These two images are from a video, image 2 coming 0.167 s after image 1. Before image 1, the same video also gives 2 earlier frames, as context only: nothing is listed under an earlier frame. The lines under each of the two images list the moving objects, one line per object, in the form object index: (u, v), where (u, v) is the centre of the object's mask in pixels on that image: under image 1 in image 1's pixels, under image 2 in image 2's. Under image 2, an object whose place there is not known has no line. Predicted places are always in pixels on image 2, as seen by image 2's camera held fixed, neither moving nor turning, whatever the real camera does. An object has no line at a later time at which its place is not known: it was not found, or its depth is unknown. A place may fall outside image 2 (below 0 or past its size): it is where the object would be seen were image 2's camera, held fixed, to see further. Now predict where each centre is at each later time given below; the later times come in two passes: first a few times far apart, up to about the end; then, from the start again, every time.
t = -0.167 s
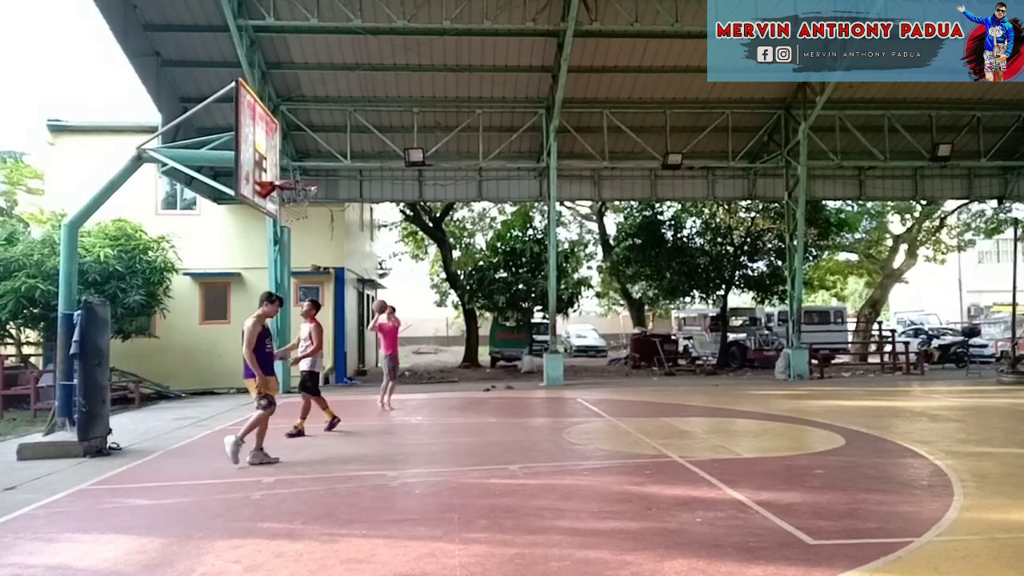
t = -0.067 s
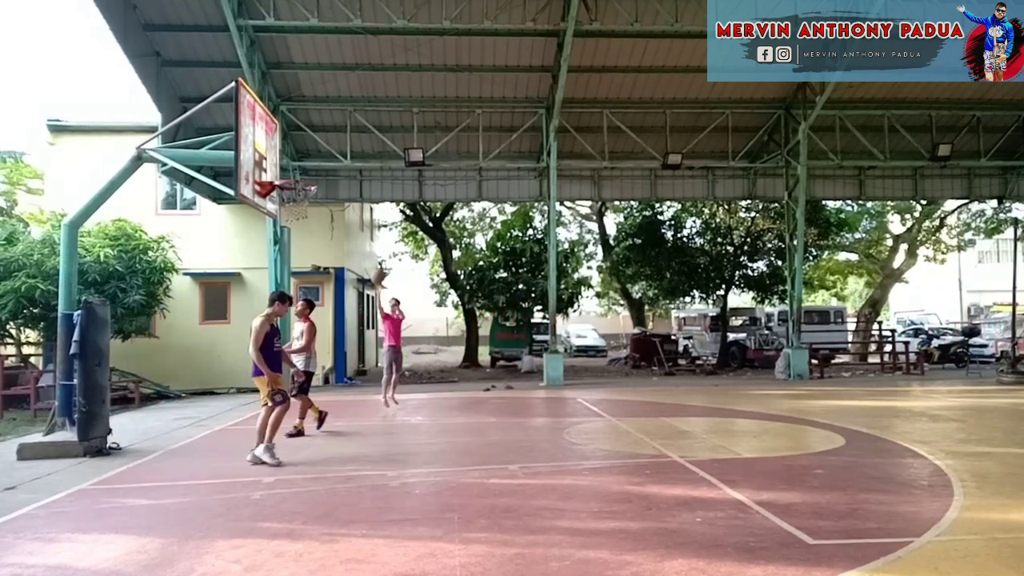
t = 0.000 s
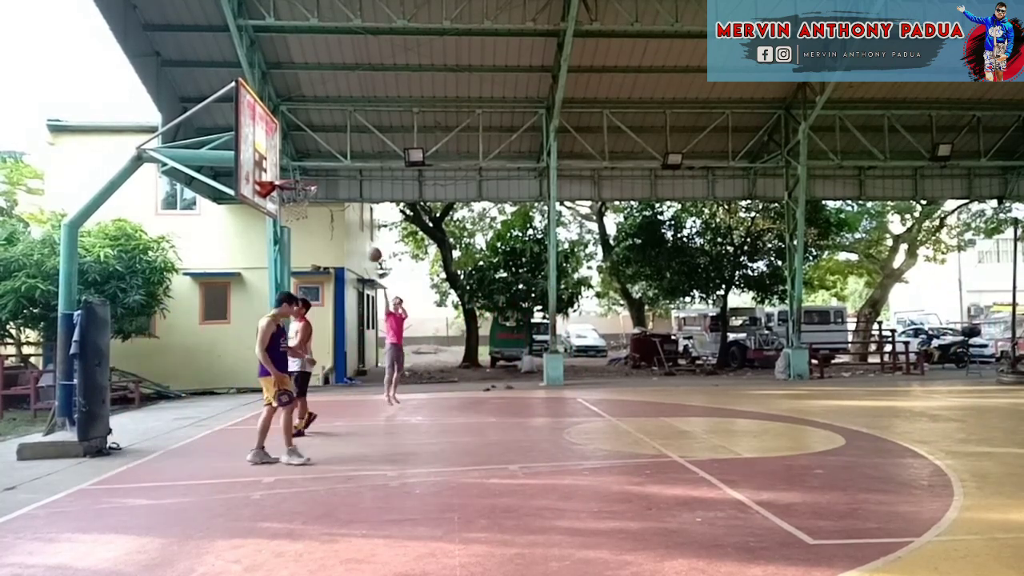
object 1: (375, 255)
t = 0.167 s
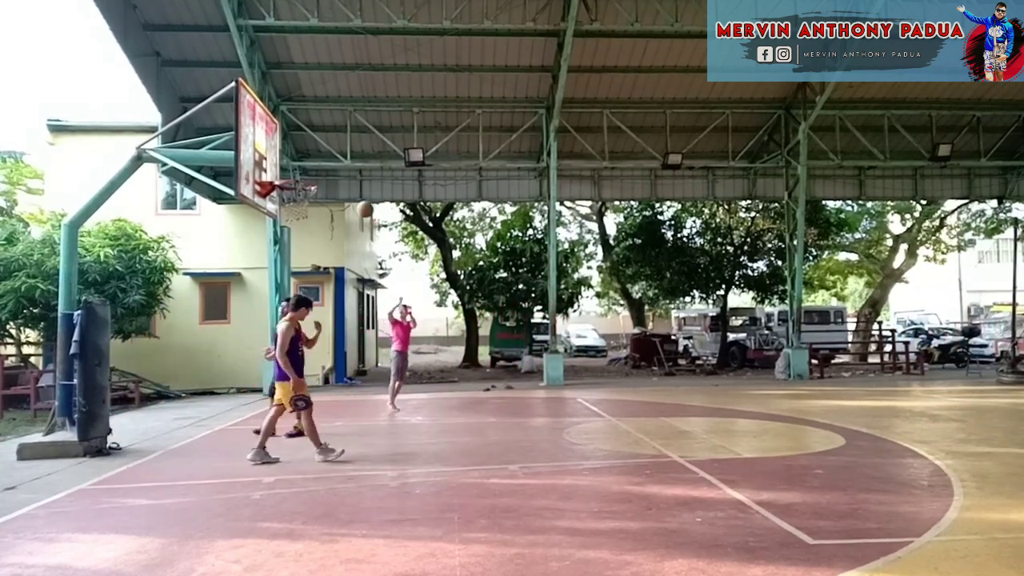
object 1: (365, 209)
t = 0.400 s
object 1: (350, 173)
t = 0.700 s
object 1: (331, 179)
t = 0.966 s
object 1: (312, 252)
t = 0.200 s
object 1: (363, 202)
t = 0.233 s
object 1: (361, 195)
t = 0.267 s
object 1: (359, 190)
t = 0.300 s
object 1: (356, 184)
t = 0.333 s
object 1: (354, 180)
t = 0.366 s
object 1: (353, 176)
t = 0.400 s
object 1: (350, 173)
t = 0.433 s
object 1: (349, 170)
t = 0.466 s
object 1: (347, 169)
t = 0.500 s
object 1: (344, 167)
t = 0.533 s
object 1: (342, 168)
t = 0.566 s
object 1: (341, 168)
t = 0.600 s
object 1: (338, 170)
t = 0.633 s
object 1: (336, 172)
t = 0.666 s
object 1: (334, 175)
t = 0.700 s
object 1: (331, 179)
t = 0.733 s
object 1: (328, 184)
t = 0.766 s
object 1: (326, 191)
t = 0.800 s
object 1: (324, 198)
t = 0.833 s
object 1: (322, 207)
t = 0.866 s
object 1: (319, 216)
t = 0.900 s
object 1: (317, 227)
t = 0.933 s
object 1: (315, 239)
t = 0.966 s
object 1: (312, 252)
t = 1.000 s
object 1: (309, 265)
